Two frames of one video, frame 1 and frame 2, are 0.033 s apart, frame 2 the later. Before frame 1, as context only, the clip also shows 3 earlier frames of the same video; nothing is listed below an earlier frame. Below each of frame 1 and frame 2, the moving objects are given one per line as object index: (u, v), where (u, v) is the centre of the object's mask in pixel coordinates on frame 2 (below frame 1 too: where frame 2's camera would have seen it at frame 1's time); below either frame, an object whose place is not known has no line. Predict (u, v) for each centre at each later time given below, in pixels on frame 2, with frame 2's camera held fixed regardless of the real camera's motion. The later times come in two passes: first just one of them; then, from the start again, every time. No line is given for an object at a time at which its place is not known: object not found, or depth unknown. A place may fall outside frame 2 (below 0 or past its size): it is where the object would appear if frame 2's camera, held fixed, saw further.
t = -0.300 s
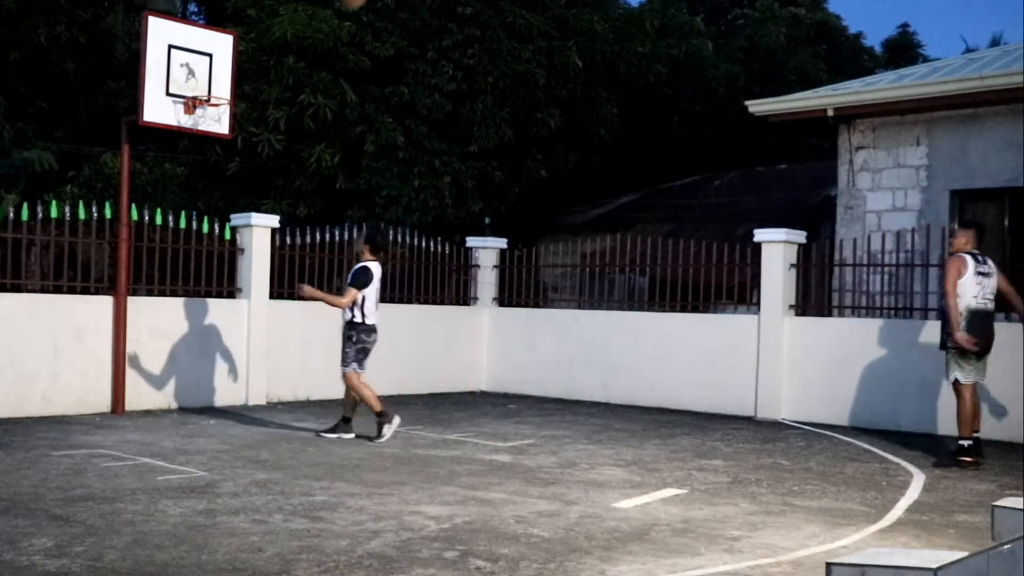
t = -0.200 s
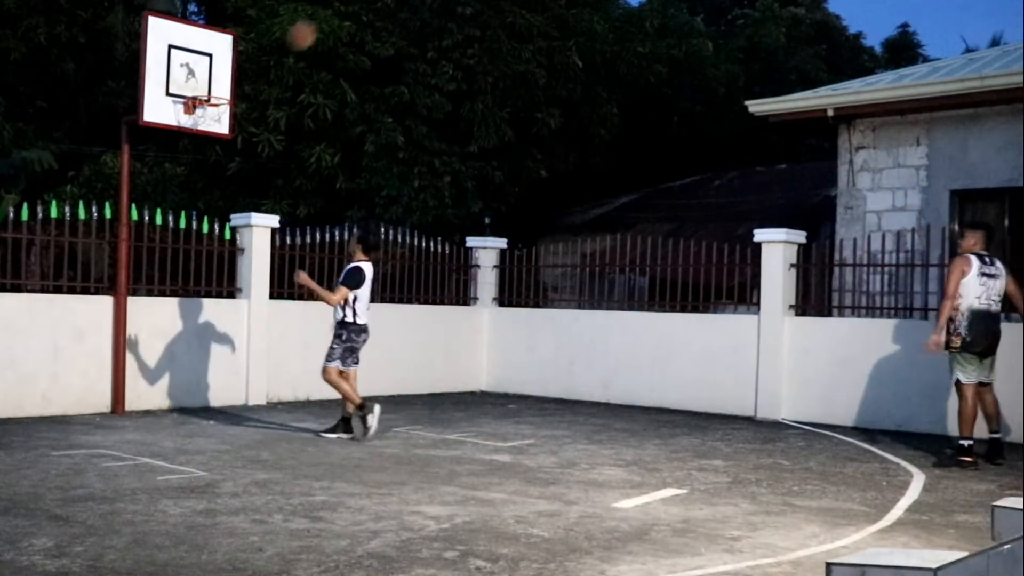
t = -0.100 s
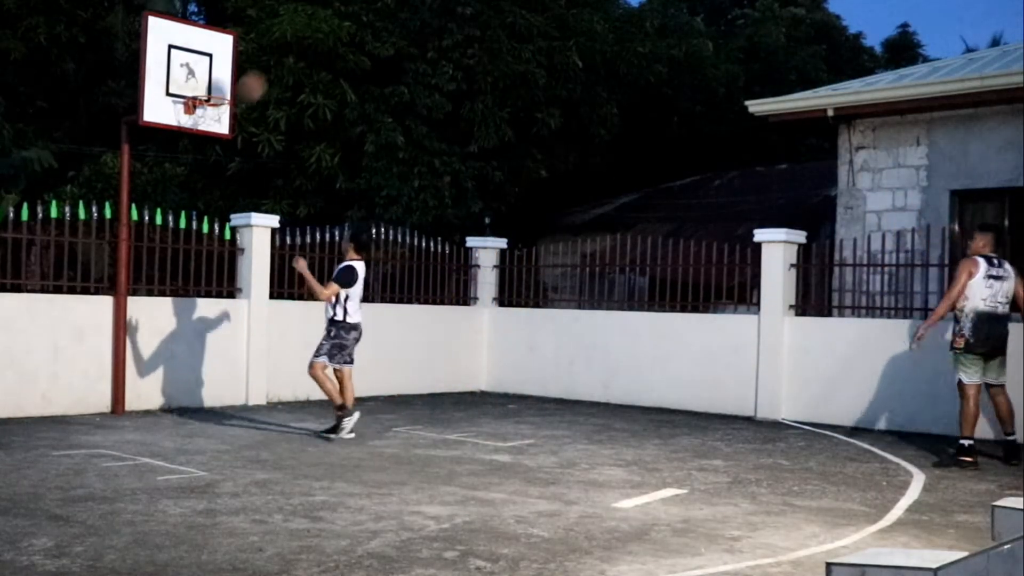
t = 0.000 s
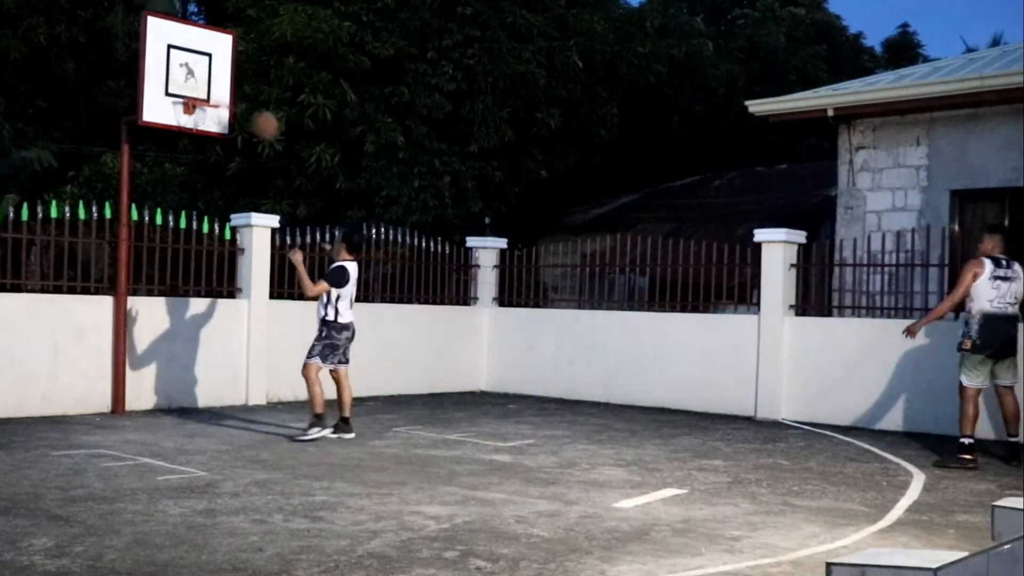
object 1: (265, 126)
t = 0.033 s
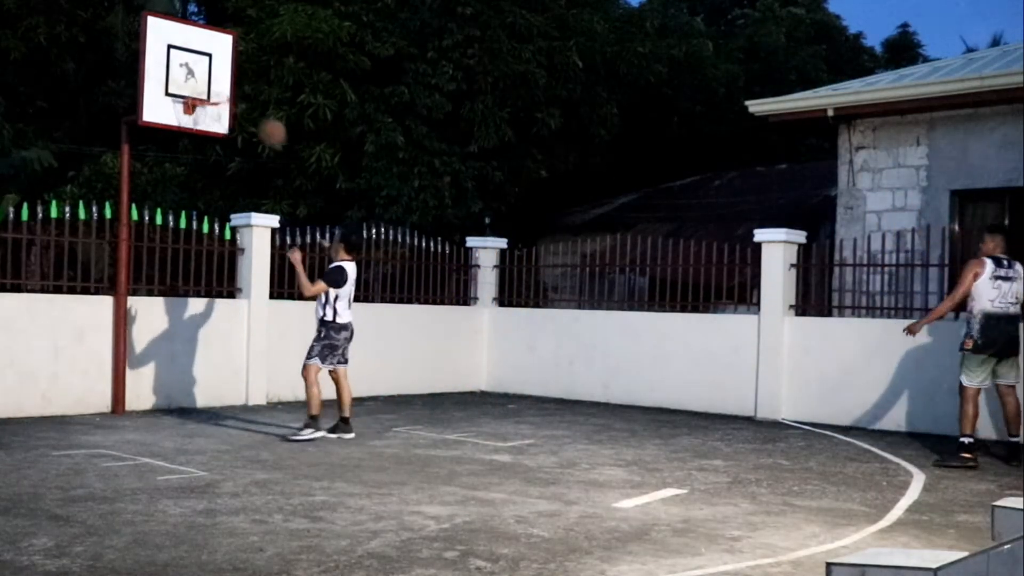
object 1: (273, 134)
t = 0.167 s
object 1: (318, 198)
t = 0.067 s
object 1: (286, 150)
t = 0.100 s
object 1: (300, 167)
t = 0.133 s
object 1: (306, 177)
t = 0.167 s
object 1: (318, 198)
